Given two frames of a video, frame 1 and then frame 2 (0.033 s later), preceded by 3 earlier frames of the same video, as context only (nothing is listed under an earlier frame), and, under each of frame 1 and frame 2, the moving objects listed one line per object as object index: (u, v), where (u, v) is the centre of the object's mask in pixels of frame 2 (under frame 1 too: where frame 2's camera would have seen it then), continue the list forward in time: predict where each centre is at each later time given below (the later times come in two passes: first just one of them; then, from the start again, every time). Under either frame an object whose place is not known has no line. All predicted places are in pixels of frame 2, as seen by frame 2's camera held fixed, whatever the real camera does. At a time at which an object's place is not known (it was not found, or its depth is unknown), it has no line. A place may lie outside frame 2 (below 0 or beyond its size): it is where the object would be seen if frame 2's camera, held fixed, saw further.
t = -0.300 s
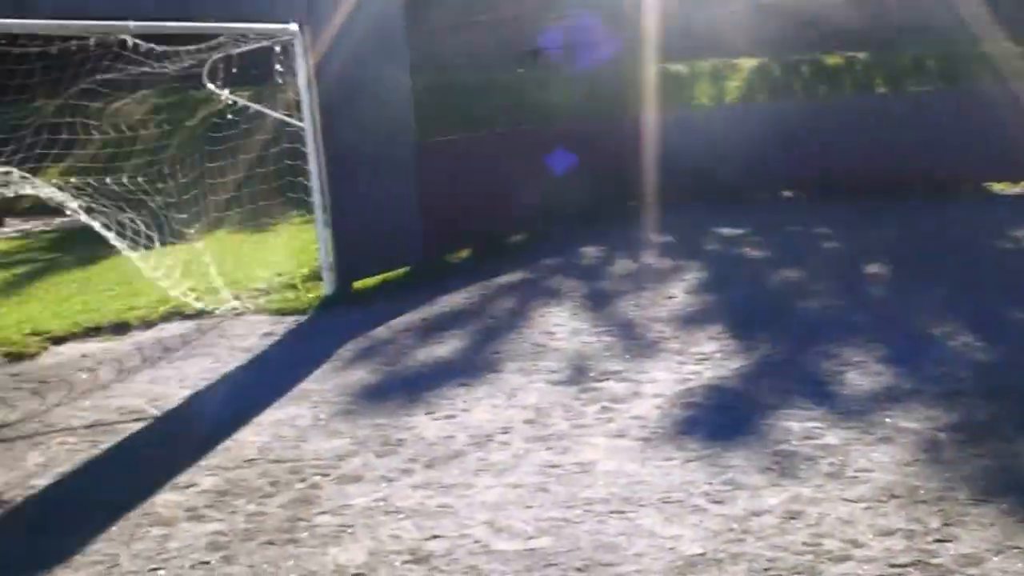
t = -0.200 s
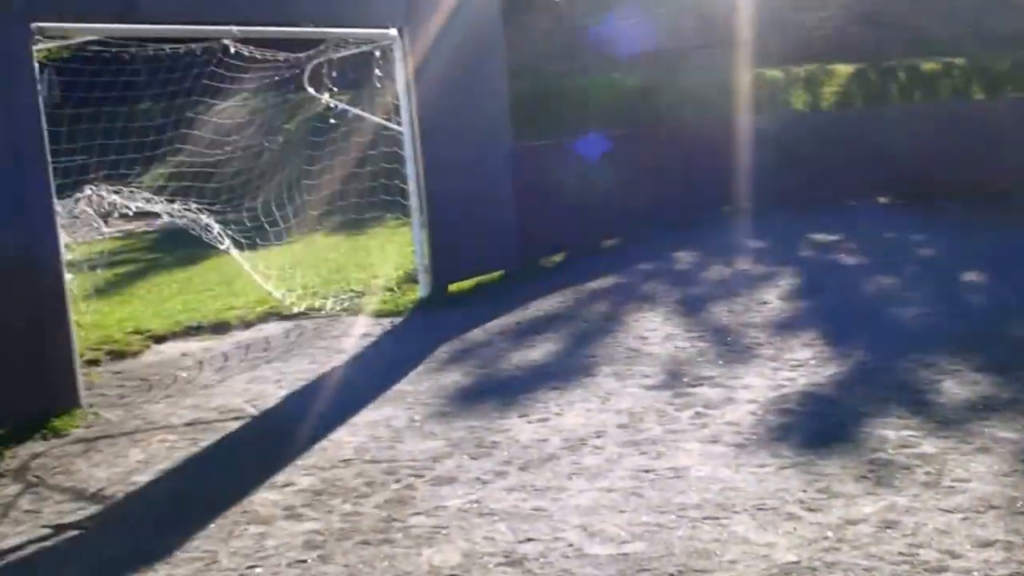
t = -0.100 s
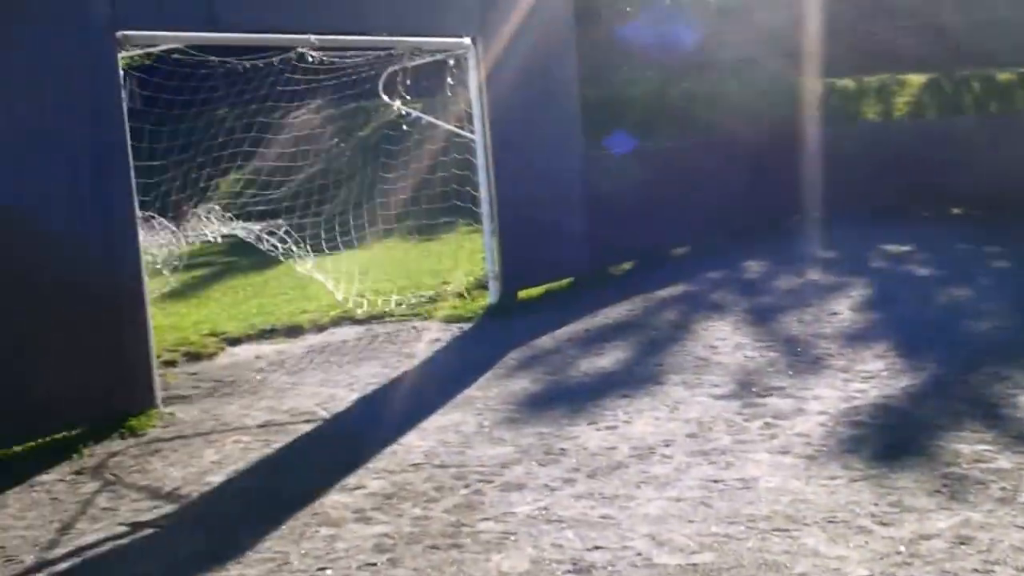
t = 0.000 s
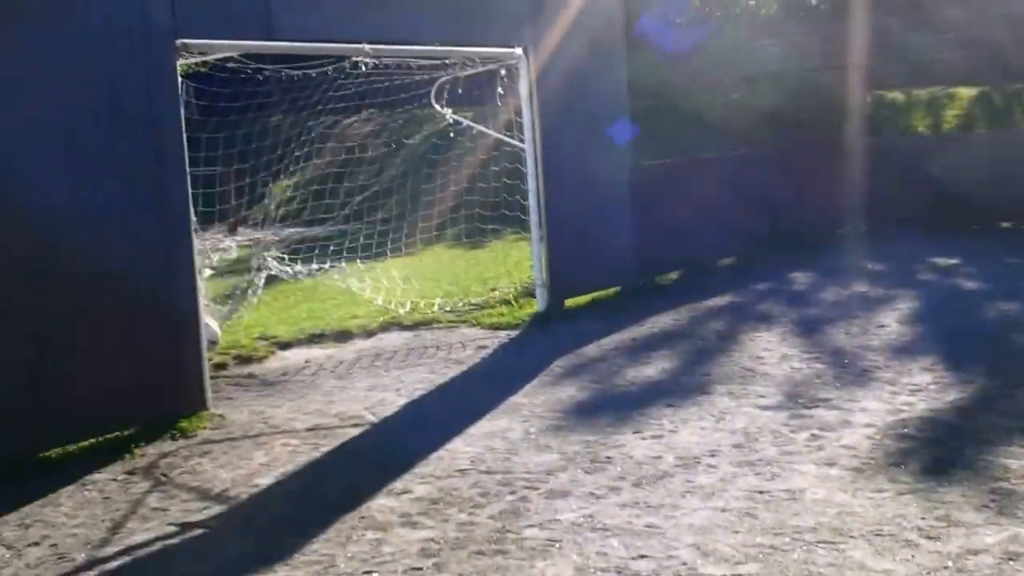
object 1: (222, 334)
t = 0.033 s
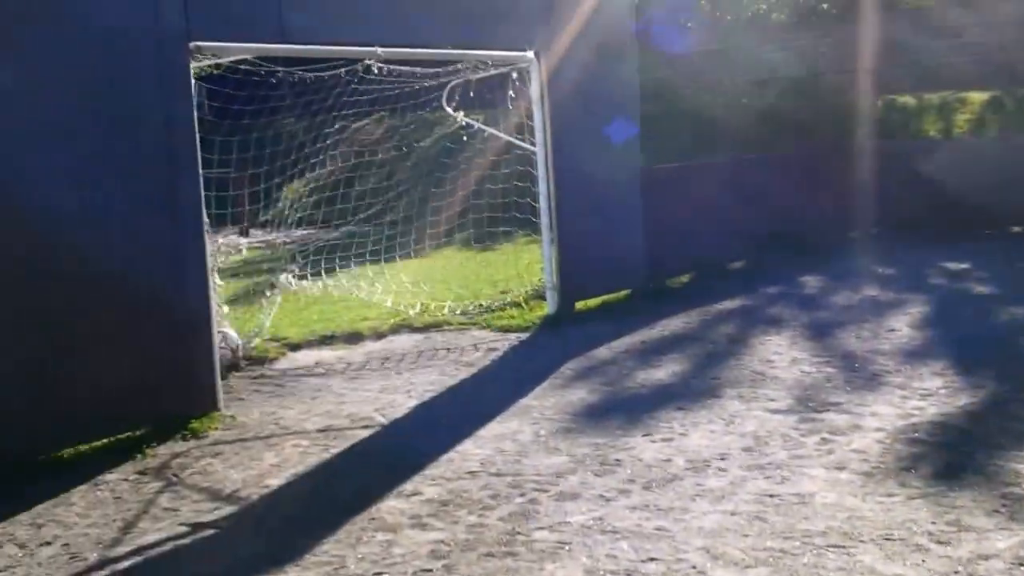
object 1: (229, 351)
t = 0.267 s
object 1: (262, 359)
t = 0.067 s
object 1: (227, 349)
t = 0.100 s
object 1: (233, 356)
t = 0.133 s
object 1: (241, 364)
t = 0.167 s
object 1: (249, 364)
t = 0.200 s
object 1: (259, 359)
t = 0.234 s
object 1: (262, 359)
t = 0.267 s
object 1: (262, 359)
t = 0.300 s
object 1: (267, 359)
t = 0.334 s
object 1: (269, 359)
